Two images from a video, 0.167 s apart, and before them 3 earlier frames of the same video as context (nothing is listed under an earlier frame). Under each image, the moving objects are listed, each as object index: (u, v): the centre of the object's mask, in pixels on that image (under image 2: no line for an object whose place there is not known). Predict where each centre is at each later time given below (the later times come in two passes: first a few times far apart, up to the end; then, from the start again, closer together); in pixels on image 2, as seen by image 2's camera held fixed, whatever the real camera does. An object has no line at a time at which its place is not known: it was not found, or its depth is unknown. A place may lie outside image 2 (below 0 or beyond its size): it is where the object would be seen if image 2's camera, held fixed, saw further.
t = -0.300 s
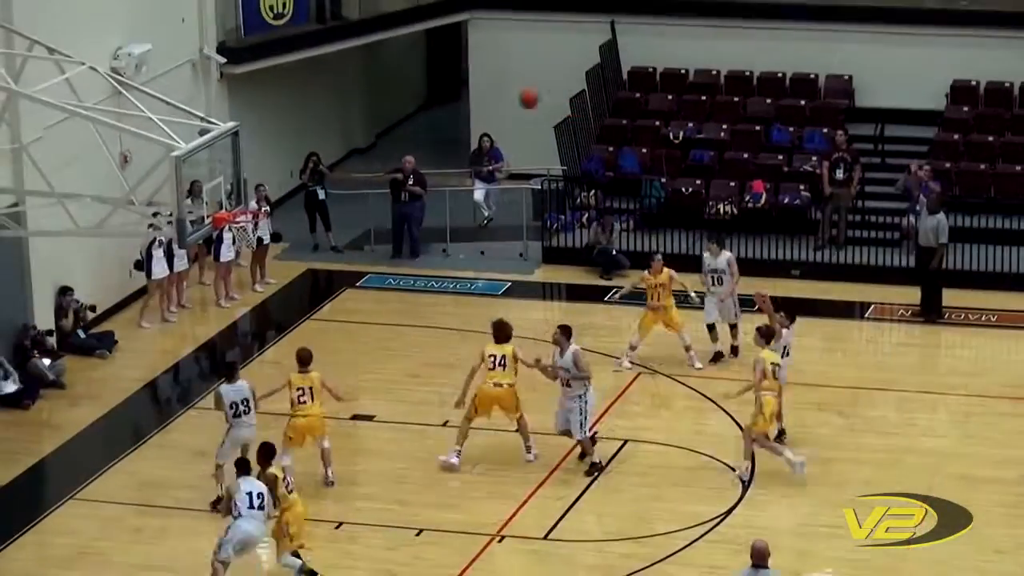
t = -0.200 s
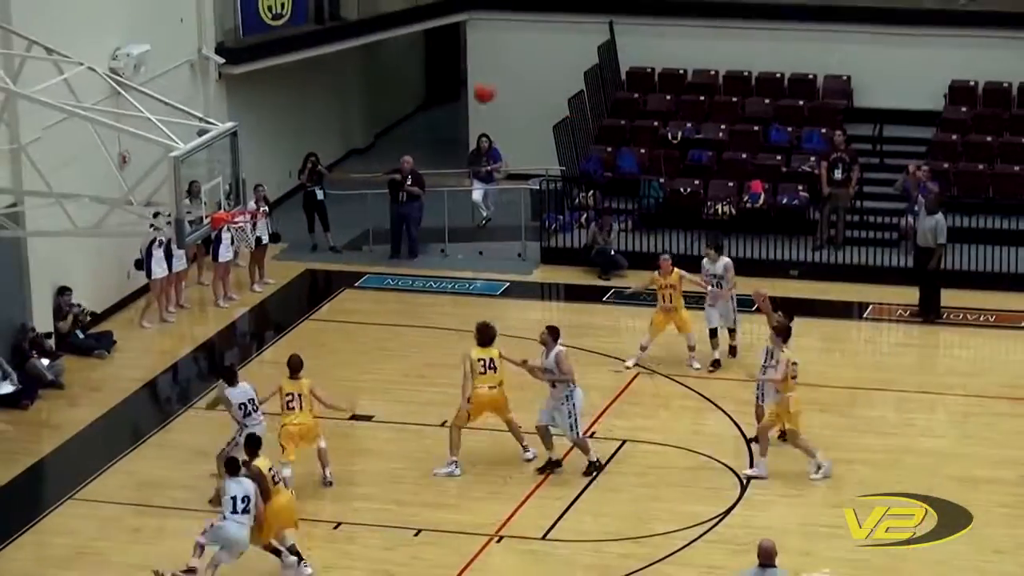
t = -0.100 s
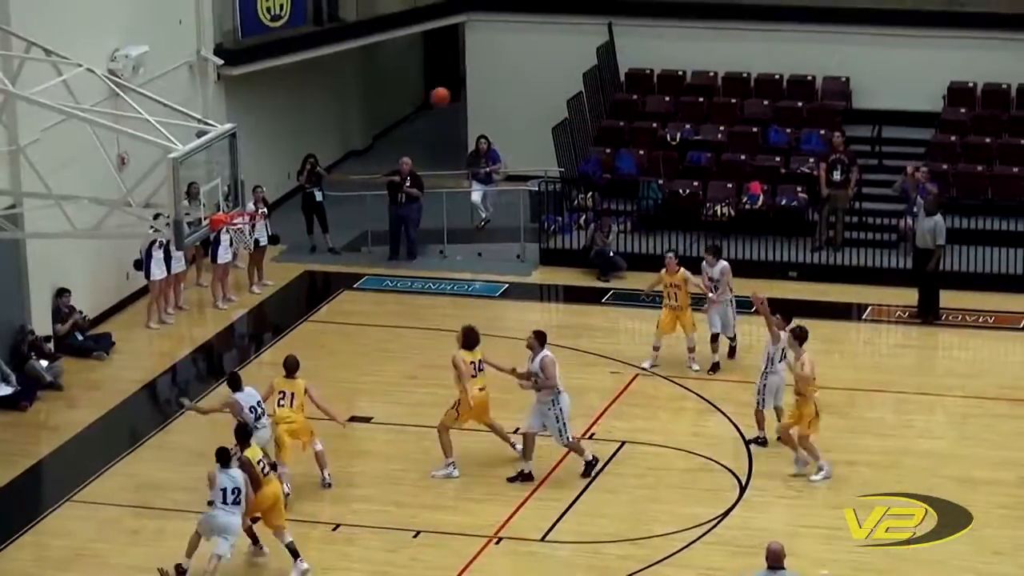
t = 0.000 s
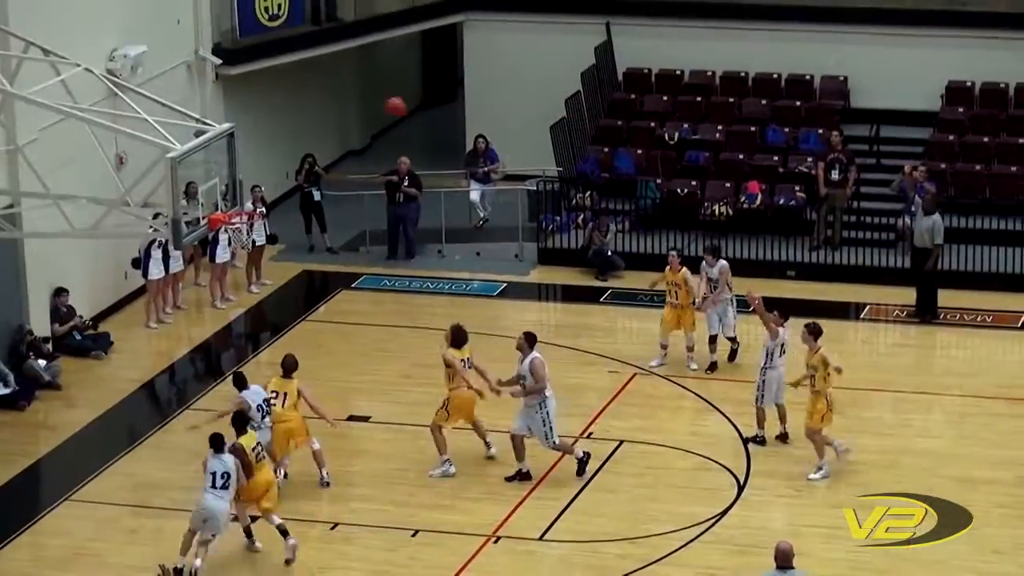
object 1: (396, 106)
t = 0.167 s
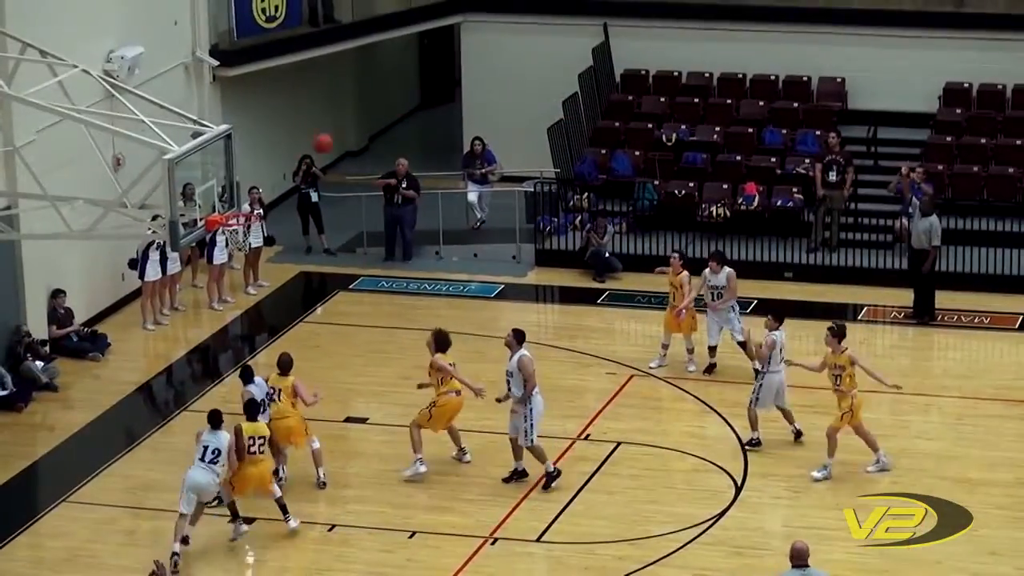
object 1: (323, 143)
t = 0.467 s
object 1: (231, 208)
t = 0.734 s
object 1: (260, 183)
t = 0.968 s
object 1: (288, 205)
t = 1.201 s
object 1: (313, 268)
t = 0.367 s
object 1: (241, 214)
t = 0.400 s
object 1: (234, 215)
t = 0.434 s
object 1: (229, 214)
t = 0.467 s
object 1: (231, 208)
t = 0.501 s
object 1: (235, 200)
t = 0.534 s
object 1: (238, 197)
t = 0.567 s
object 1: (242, 192)
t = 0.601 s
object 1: (245, 187)
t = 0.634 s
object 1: (249, 185)
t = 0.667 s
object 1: (253, 184)
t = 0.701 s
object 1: (257, 183)
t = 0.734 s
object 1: (260, 183)
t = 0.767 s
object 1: (264, 183)
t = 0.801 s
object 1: (268, 184)
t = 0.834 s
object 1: (273, 188)
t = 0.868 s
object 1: (276, 191)
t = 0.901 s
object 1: (280, 194)
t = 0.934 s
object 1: (283, 198)
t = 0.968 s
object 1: (288, 205)
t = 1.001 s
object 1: (292, 212)
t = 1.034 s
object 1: (295, 220)
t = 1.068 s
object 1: (298, 227)
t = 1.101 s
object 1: (303, 236)
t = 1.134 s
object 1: (308, 245)
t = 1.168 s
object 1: (310, 256)
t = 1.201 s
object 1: (313, 268)
